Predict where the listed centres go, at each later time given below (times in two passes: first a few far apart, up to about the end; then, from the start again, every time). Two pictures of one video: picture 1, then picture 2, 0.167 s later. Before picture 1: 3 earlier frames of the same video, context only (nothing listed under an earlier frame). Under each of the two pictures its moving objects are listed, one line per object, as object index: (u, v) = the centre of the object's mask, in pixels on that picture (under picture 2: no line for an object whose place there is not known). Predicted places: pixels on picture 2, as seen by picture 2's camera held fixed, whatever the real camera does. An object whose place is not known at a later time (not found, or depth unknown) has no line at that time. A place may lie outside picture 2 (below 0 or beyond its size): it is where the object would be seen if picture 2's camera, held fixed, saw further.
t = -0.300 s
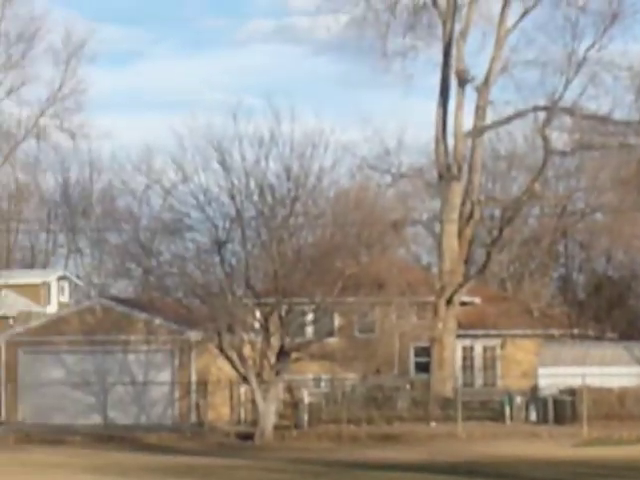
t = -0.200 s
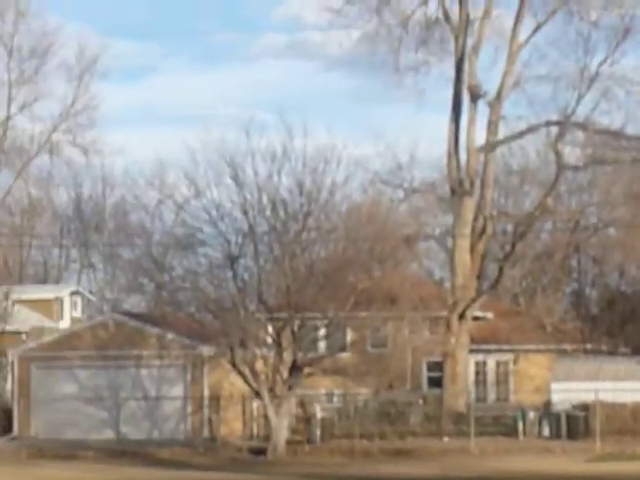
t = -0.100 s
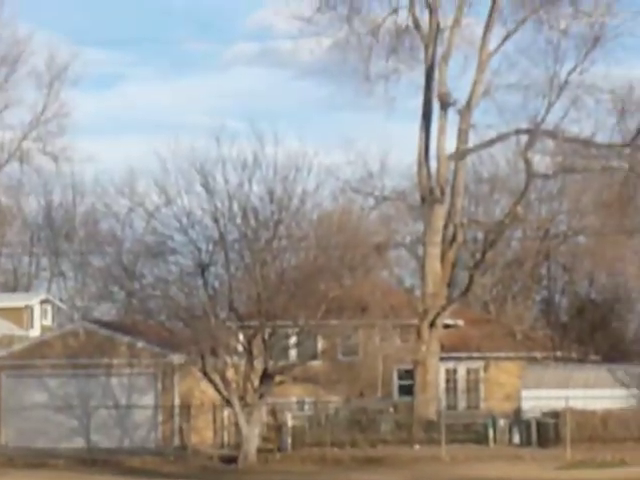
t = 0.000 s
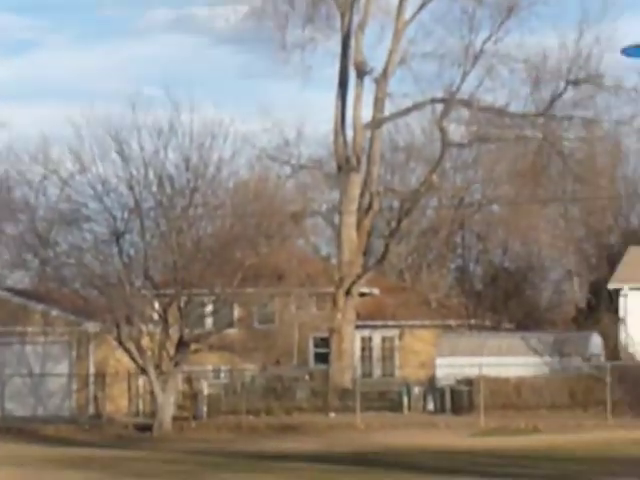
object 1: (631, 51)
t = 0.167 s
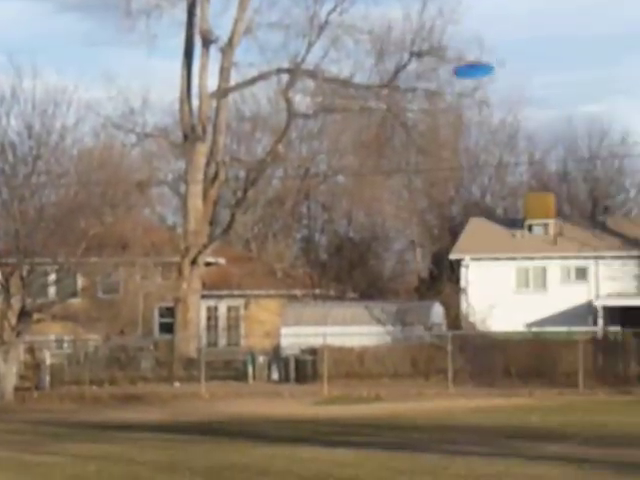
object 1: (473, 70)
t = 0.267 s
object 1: (466, 102)
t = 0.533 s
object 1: (443, 208)
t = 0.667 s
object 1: (431, 272)
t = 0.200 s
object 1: (470, 80)
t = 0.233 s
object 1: (468, 91)
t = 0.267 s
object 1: (466, 102)
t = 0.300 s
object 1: (464, 113)
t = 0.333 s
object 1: (462, 126)
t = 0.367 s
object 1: (459, 138)
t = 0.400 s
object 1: (456, 151)
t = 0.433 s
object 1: (454, 164)
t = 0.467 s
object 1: (451, 177)
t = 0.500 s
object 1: (448, 192)
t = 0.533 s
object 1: (443, 208)
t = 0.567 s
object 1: (440, 223)
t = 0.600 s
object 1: (437, 239)
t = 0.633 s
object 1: (434, 255)
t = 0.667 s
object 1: (431, 272)
